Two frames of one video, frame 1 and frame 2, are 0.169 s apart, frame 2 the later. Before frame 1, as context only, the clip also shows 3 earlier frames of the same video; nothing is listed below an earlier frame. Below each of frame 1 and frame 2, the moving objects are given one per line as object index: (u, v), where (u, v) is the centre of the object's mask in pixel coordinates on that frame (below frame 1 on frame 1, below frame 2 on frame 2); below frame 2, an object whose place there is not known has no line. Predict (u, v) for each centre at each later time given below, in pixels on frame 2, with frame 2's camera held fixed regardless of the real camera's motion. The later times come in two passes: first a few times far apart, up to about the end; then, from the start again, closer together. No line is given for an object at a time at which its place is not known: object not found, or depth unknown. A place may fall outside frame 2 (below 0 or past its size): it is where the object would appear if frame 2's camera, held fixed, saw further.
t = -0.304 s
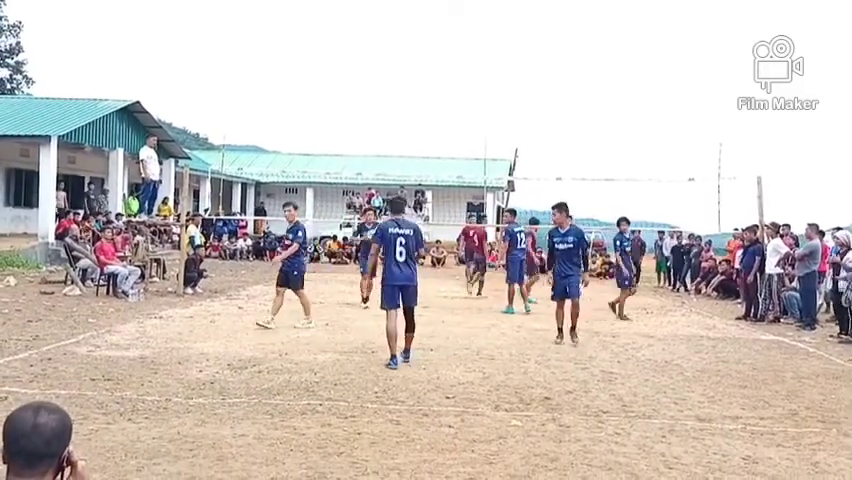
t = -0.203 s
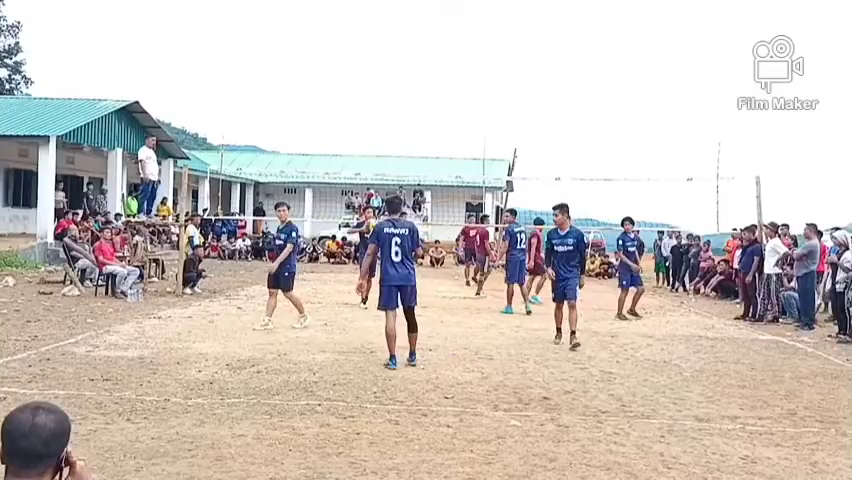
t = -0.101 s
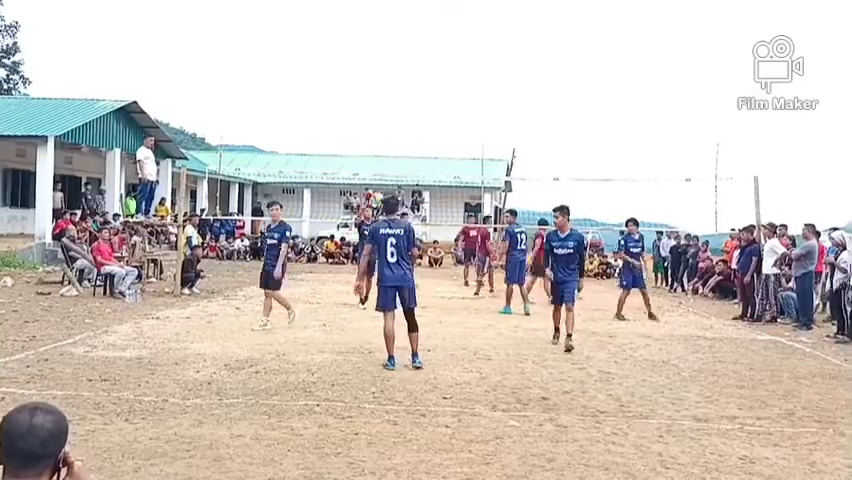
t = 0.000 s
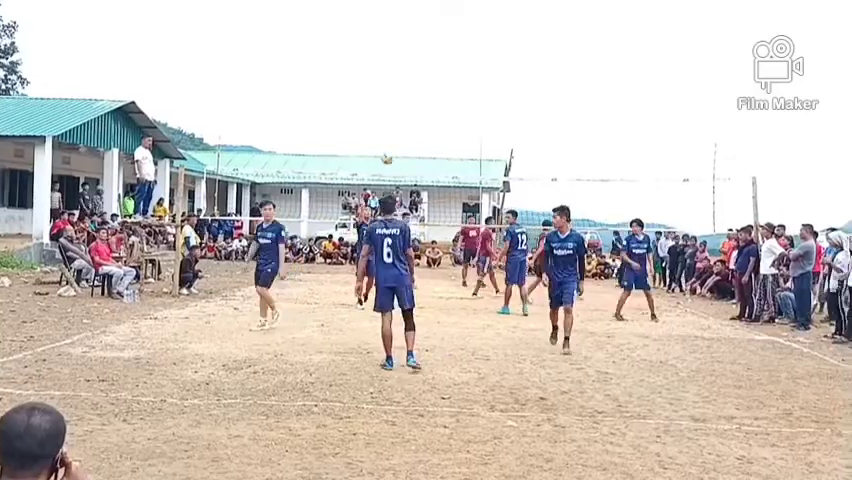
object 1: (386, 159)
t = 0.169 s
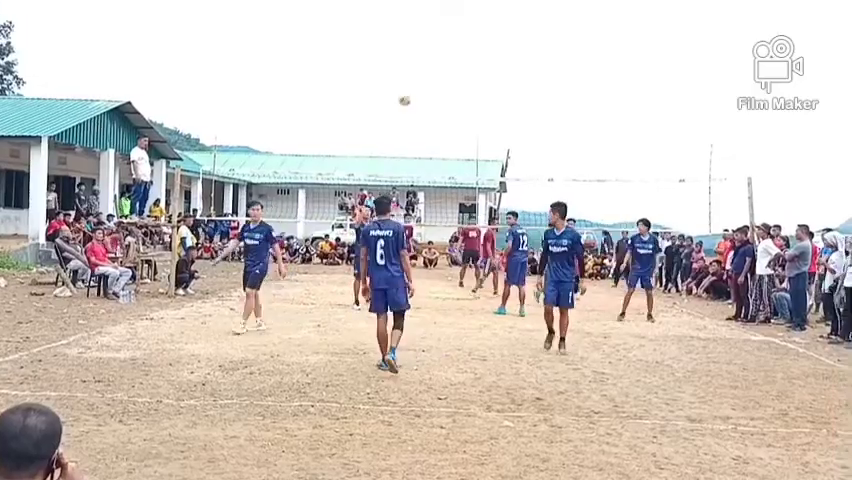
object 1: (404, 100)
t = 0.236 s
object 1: (412, 79)
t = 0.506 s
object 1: (448, 18)
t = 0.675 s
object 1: (471, 3)
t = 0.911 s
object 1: (506, 12)
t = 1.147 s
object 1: (545, 76)
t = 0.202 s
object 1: (408, 90)
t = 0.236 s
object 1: (412, 79)
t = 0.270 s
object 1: (417, 70)
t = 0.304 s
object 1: (421, 61)
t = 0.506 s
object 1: (448, 18)
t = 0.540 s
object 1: (452, 13)
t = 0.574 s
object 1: (456, 9)
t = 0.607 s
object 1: (461, 5)
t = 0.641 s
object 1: (466, 4)
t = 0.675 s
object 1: (471, 3)
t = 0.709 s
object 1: (476, 2)
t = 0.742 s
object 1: (481, 2)
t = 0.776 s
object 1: (486, 2)
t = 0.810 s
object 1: (491, 3)
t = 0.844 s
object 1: (496, 4)
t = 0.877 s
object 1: (501, 8)
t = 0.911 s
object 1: (506, 12)
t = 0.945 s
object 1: (511, 18)
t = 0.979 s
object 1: (517, 24)
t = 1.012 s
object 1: (522, 32)
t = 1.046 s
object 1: (528, 41)
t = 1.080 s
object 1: (533, 52)
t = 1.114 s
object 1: (539, 64)
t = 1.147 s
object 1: (545, 76)
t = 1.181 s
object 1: (550, 90)
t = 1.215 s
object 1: (556, 105)
